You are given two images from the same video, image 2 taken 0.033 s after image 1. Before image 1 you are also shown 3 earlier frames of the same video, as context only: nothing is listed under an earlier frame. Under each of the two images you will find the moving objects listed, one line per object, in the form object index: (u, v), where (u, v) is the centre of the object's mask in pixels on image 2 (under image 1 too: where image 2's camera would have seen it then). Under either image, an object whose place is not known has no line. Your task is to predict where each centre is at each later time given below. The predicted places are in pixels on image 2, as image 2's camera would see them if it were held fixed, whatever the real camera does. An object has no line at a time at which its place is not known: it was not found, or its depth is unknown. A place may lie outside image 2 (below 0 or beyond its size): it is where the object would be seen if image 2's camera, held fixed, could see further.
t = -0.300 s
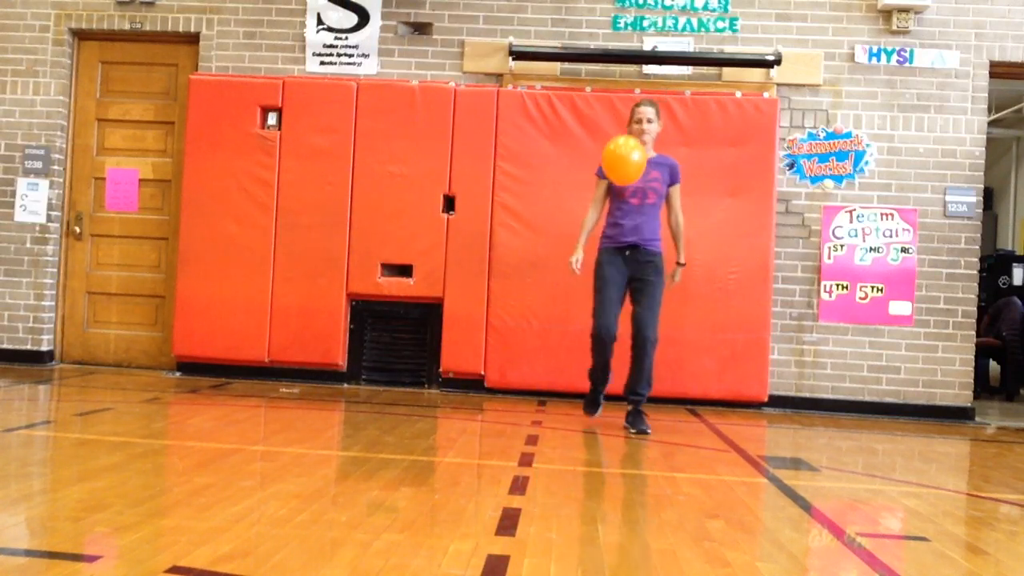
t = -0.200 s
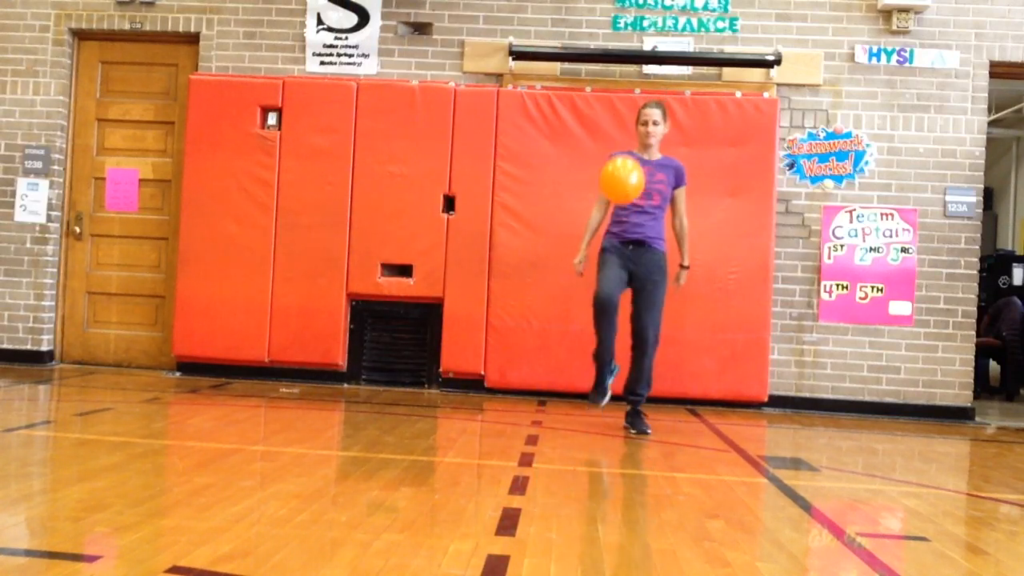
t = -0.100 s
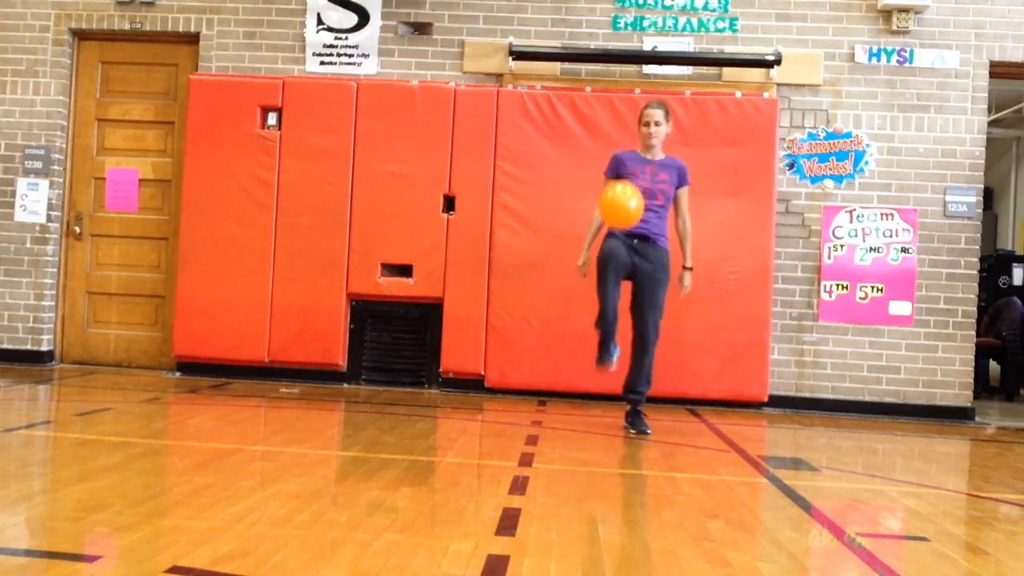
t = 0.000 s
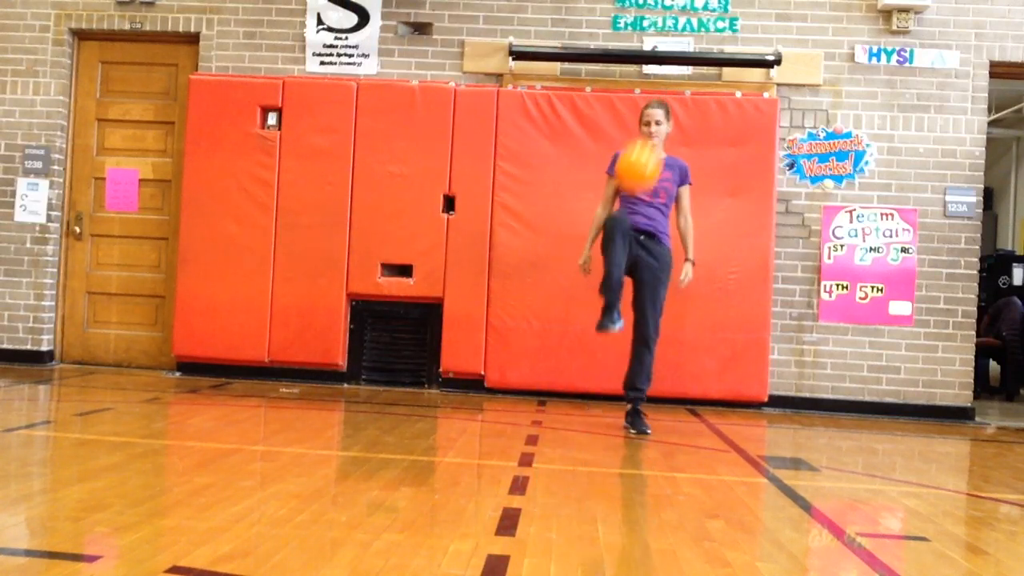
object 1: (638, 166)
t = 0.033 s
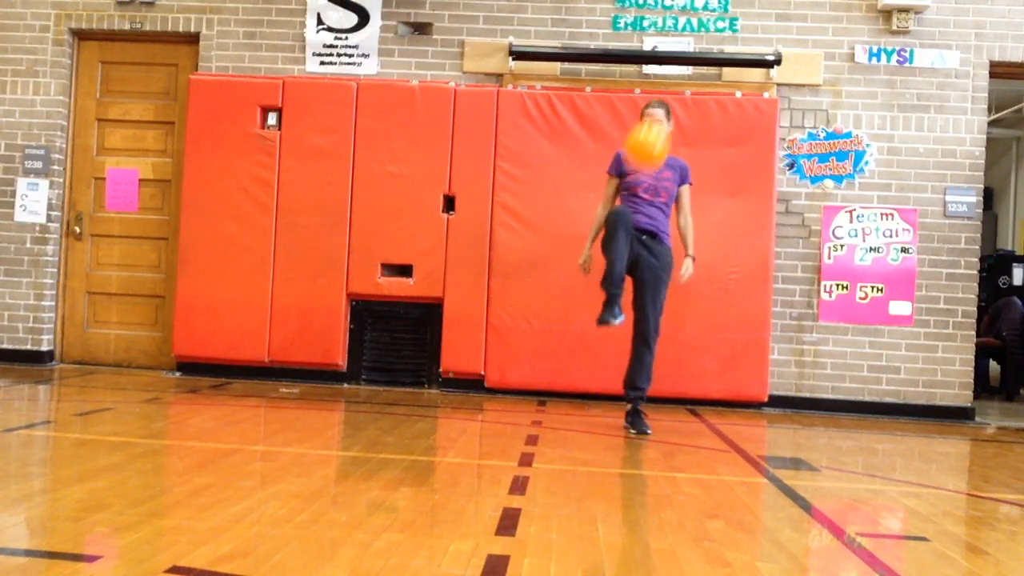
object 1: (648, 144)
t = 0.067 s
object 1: (654, 126)
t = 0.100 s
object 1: (661, 110)
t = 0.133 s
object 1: (667, 95)
